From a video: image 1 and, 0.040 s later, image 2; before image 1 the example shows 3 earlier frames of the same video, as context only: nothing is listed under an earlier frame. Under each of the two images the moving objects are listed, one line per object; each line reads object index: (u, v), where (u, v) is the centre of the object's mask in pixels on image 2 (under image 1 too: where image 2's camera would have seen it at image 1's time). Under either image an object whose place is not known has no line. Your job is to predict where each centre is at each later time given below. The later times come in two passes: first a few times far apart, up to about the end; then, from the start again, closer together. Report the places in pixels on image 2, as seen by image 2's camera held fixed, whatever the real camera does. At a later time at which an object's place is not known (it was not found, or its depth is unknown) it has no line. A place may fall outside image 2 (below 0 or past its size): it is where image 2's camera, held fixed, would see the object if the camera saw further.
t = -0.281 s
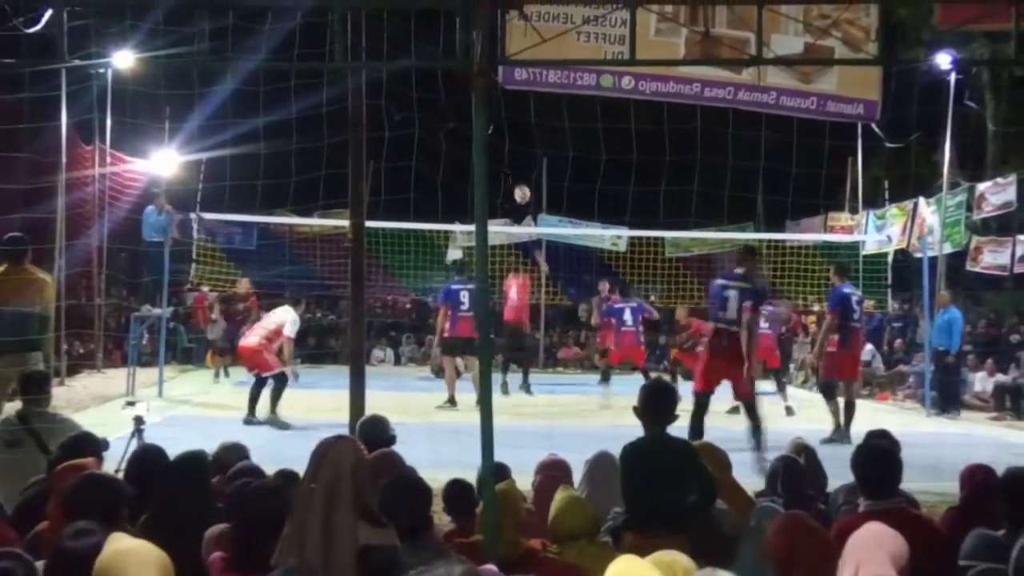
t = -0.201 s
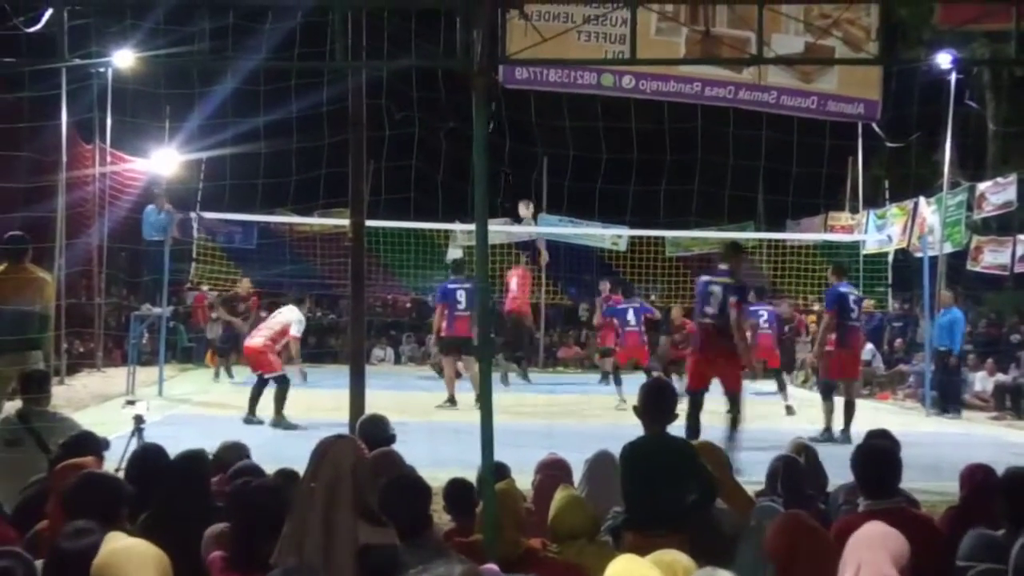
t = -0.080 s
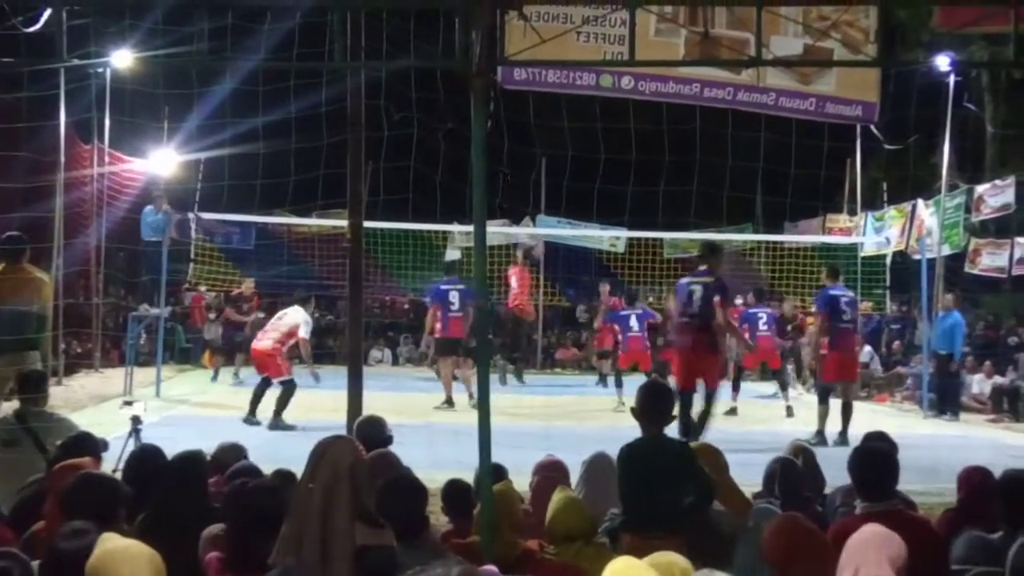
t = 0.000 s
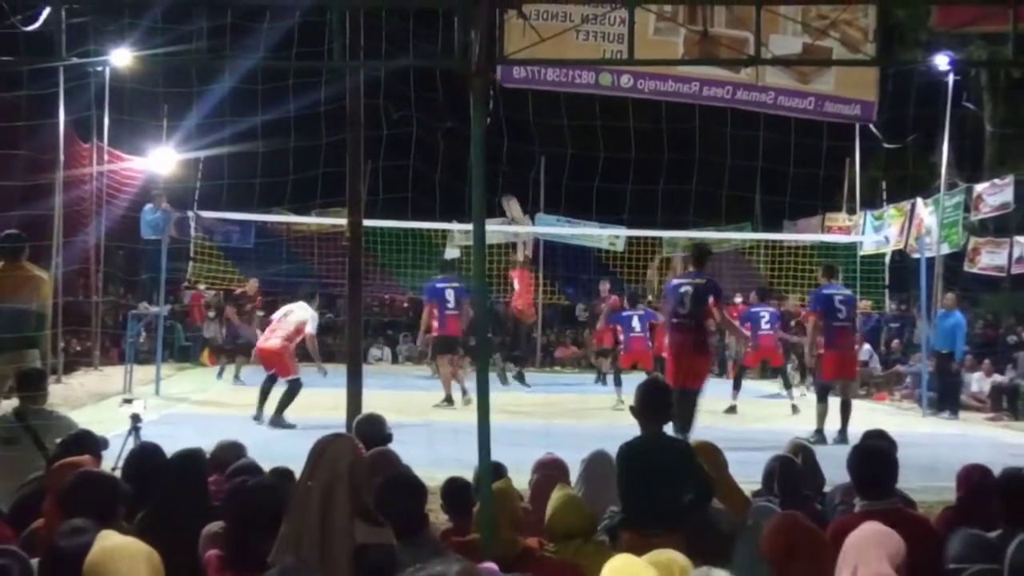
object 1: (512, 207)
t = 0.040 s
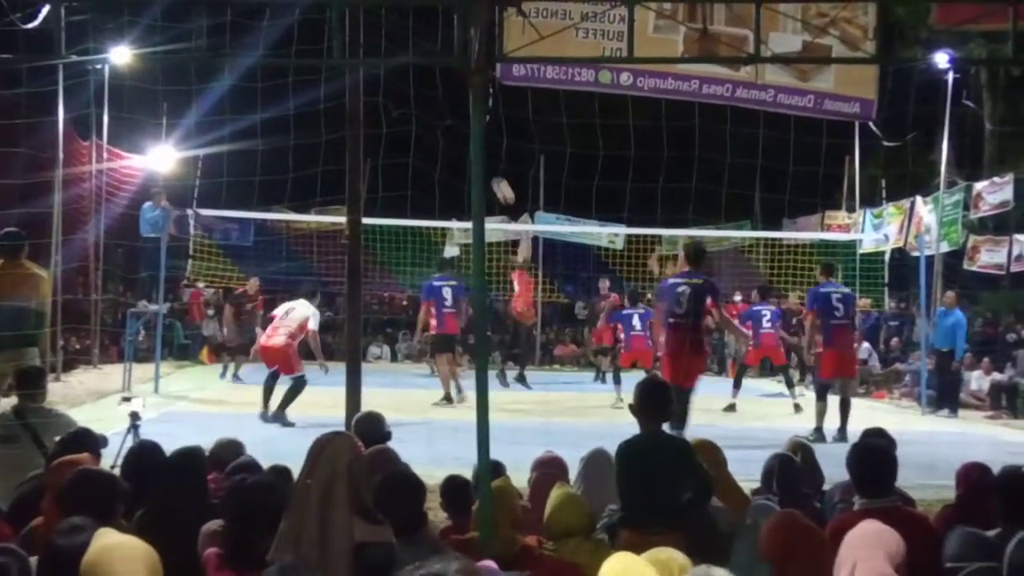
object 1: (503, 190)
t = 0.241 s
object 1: (459, 127)
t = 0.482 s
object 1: (406, 89)
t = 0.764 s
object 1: (339, 96)
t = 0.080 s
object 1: (495, 176)
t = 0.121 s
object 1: (489, 163)
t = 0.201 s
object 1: (464, 137)
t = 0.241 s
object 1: (459, 127)
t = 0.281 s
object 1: (451, 118)
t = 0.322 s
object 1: (441, 110)
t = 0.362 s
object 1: (432, 103)
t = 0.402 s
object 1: (423, 97)
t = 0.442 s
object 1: (414, 92)
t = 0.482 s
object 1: (406, 89)
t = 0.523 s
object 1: (396, 87)
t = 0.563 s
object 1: (388, 85)
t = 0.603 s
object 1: (378, 85)
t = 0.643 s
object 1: (371, 86)
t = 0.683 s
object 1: (366, 87)
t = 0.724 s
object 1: (344, 92)
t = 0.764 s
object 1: (339, 96)
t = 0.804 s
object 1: (332, 102)
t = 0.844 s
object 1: (323, 108)
